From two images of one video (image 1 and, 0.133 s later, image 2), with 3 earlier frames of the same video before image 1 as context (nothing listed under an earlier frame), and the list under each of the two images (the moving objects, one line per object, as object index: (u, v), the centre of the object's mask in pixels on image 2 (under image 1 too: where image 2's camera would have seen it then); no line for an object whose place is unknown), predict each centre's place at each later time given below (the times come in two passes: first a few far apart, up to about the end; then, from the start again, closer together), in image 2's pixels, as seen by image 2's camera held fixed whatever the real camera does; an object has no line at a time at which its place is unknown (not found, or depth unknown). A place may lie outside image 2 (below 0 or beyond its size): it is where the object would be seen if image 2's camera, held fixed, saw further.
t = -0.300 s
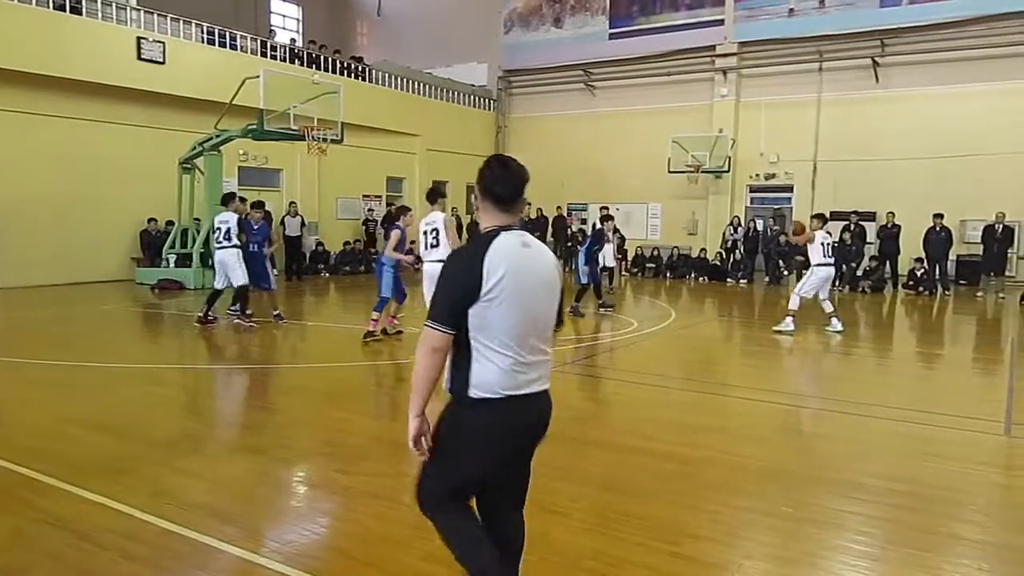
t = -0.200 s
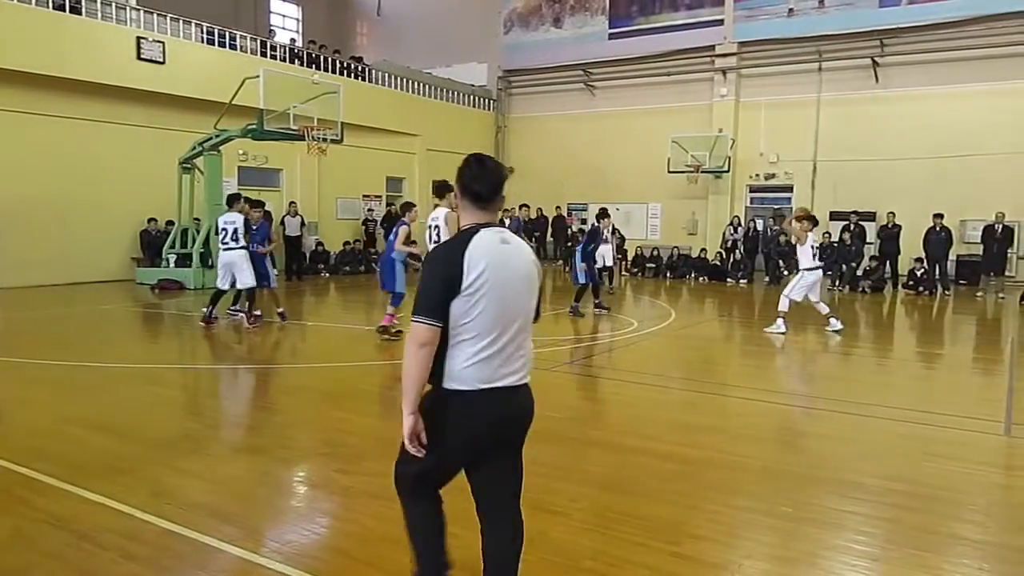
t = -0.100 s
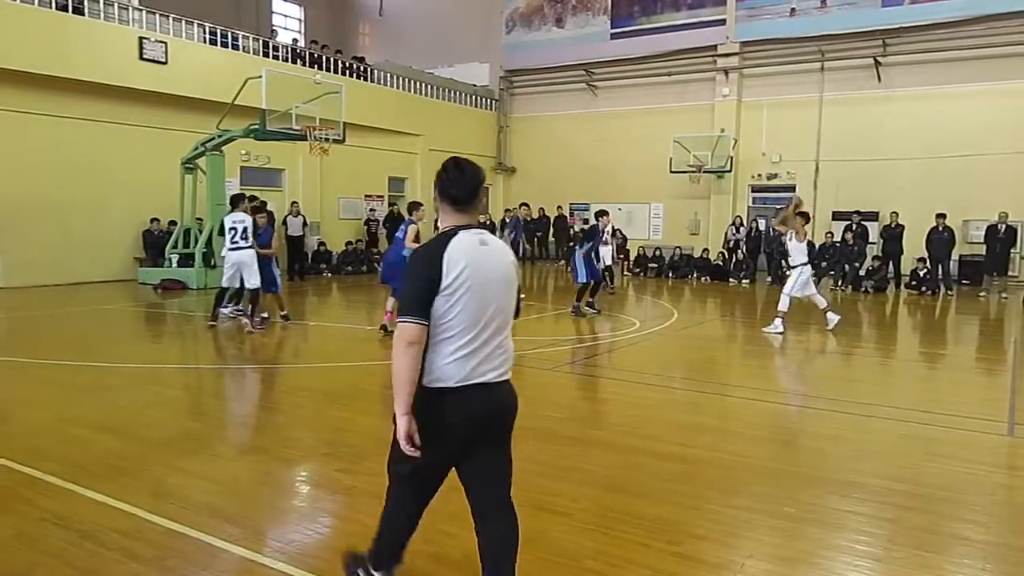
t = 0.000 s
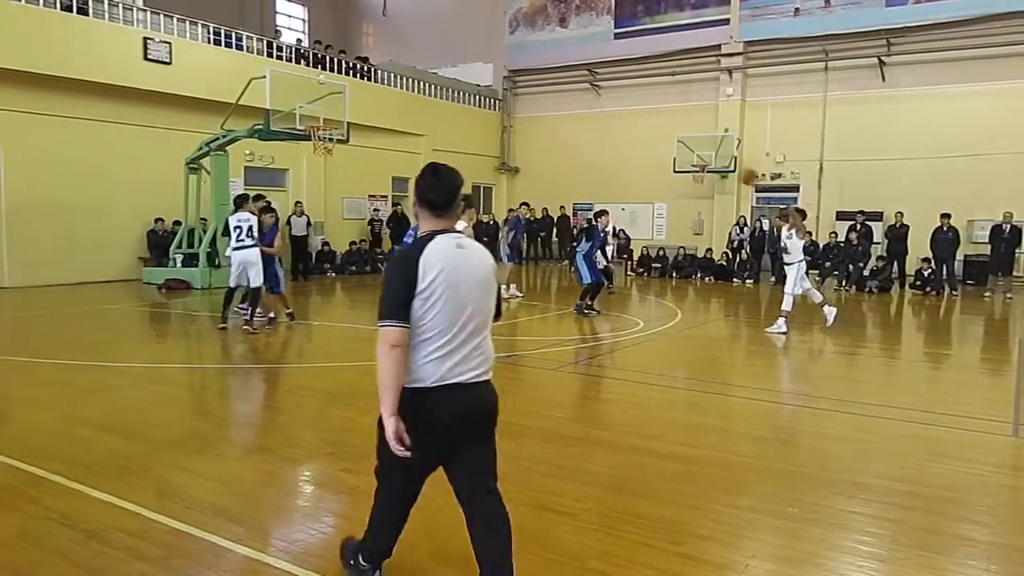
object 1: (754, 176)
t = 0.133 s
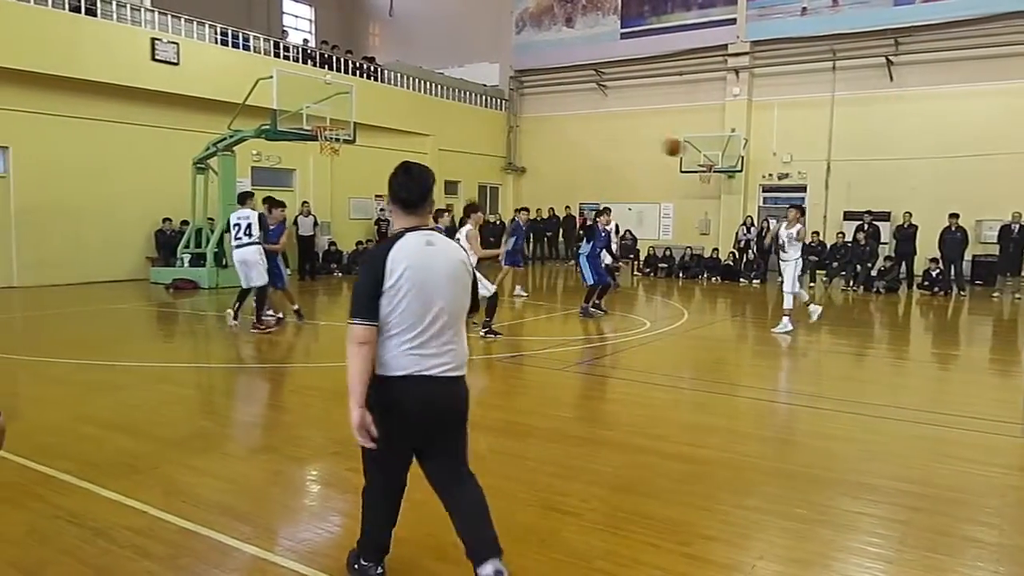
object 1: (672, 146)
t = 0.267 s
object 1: (580, 128)
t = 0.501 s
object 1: (386, 127)
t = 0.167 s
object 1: (651, 142)
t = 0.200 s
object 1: (628, 137)
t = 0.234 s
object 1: (604, 133)
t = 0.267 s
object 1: (580, 128)
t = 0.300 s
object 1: (556, 126)
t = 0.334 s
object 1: (530, 124)
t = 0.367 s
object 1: (504, 123)
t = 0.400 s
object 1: (475, 122)
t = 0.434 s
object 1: (446, 123)
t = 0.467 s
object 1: (416, 124)
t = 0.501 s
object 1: (386, 127)
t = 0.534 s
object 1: (352, 132)
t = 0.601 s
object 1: (285, 143)
